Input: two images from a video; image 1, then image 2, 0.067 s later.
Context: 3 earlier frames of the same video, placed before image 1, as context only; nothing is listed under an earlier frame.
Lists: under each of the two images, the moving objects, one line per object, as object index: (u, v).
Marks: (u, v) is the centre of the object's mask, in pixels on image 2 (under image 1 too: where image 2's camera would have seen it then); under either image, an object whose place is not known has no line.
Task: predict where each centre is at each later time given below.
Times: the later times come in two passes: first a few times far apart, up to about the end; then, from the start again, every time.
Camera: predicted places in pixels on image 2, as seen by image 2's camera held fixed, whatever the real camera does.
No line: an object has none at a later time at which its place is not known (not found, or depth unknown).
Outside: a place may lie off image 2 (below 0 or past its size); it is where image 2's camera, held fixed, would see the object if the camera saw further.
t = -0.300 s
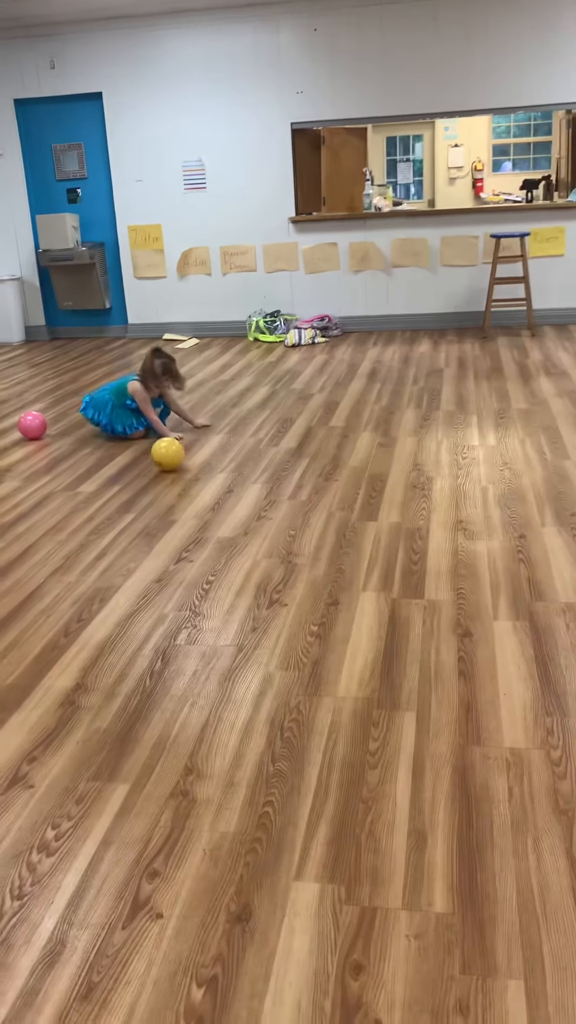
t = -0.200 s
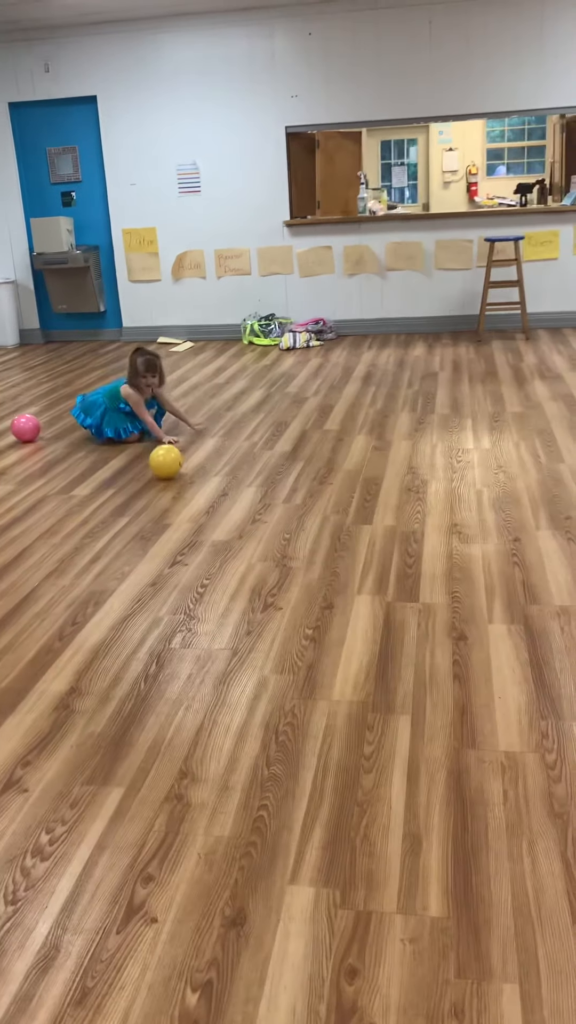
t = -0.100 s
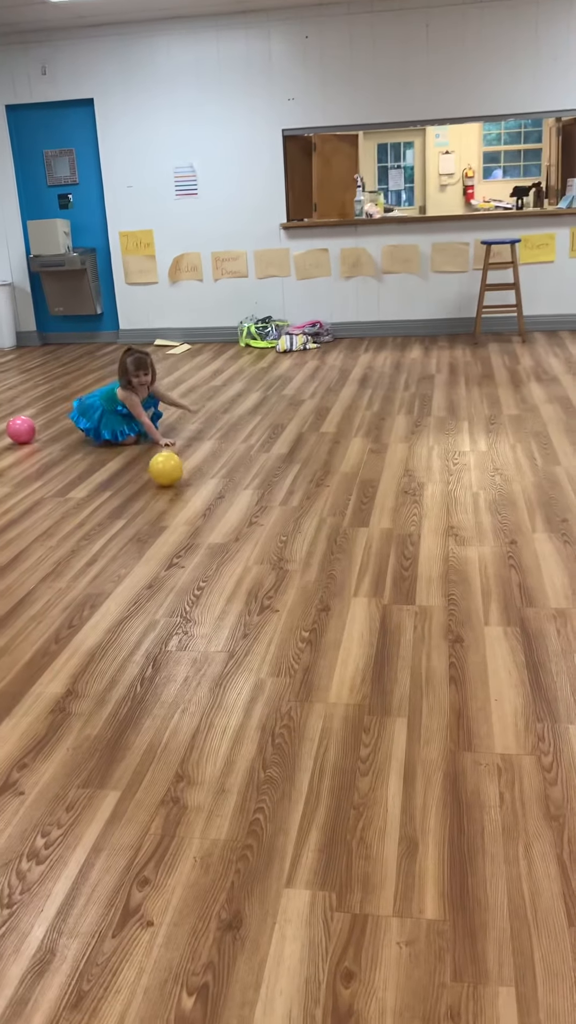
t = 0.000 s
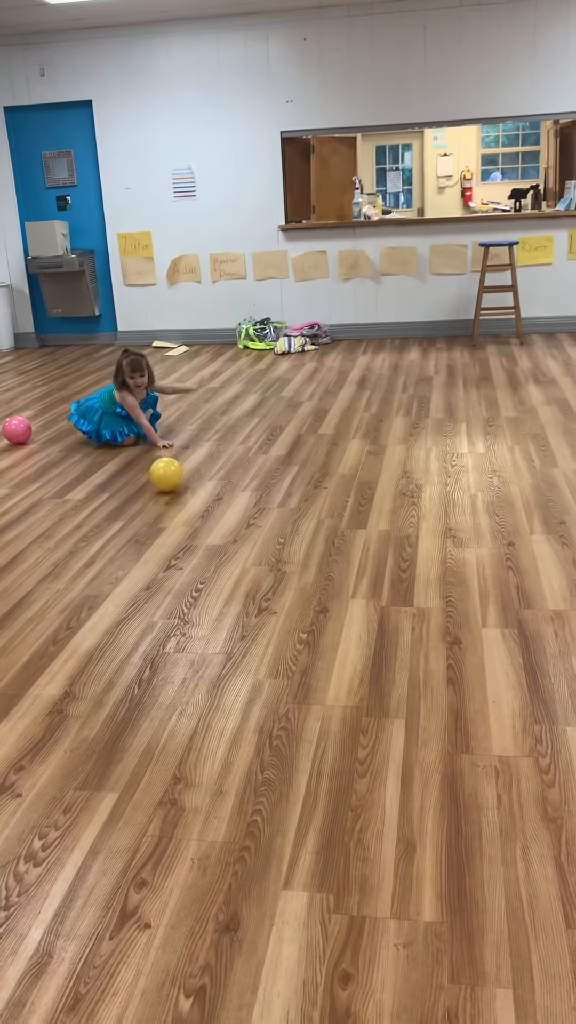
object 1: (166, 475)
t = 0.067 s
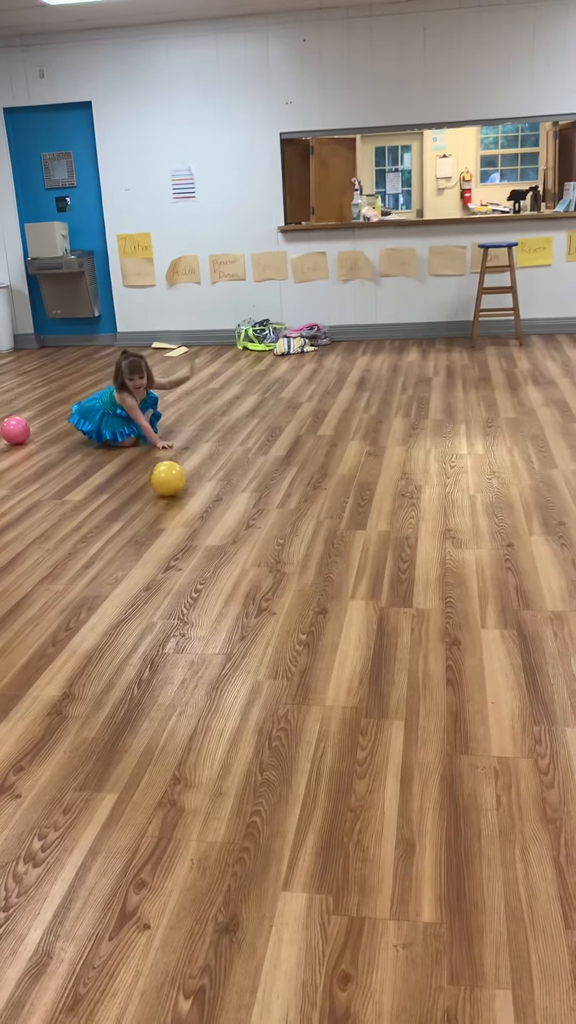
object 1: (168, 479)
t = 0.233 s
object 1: (171, 489)
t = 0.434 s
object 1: (177, 500)
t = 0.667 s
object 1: (183, 512)
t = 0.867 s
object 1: (187, 523)
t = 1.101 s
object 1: (192, 539)
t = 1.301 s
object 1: (196, 552)
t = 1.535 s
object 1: (197, 568)
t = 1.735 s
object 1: (201, 586)
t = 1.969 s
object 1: (208, 606)
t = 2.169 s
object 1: (215, 624)
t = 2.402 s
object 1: (222, 649)
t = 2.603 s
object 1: (230, 670)
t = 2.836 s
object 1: (238, 697)
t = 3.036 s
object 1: (244, 722)
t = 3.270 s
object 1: (254, 759)
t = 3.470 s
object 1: (263, 791)
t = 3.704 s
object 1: (275, 832)
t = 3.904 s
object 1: (285, 873)
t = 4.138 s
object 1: (299, 936)
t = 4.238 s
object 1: (307, 964)
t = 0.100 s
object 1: (169, 481)
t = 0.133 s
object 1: (170, 483)
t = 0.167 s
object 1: (170, 484)
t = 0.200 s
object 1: (171, 487)
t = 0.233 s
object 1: (171, 489)
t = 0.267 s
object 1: (172, 490)
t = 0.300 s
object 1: (173, 492)
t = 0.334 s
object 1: (174, 494)
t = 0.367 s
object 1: (175, 496)
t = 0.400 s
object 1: (176, 498)
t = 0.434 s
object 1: (177, 500)
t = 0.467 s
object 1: (178, 501)
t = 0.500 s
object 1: (179, 503)
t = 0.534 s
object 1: (180, 505)
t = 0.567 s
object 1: (180, 507)
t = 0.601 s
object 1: (181, 508)
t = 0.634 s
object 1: (182, 510)
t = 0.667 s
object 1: (183, 512)
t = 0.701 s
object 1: (183, 514)
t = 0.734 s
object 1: (184, 516)
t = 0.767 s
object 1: (185, 517)
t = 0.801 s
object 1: (185, 519)
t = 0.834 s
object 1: (186, 521)
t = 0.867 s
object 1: (187, 523)
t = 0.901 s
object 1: (187, 525)
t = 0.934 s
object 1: (188, 528)
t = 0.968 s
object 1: (189, 530)
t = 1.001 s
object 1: (190, 533)
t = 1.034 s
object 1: (191, 535)
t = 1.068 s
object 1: (192, 537)
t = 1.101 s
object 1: (192, 539)
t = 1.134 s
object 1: (193, 541)
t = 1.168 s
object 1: (194, 544)
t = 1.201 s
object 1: (194, 546)
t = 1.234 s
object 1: (195, 548)
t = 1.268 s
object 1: (195, 550)
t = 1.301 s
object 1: (196, 552)
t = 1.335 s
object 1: (196, 555)
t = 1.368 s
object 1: (197, 556)
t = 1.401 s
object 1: (197, 559)
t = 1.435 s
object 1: (197, 561)
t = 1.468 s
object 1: (197, 564)
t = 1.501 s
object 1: (198, 566)
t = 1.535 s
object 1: (197, 568)
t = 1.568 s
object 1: (198, 571)
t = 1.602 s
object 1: (198, 574)
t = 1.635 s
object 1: (198, 577)
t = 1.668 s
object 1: (199, 580)
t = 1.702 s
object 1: (200, 583)
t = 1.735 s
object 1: (201, 586)
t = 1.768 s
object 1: (202, 589)
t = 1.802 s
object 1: (203, 592)
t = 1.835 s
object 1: (204, 595)
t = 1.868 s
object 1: (205, 597)
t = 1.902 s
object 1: (206, 600)
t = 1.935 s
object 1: (207, 603)
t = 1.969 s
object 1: (208, 606)
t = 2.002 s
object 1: (209, 609)
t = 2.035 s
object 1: (211, 612)
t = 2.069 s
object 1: (212, 615)
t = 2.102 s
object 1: (212, 618)
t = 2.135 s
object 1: (214, 621)
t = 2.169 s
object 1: (215, 624)
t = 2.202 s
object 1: (215, 627)
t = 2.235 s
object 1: (217, 631)
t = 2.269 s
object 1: (217, 634)
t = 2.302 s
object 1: (219, 638)
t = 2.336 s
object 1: (220, 642)
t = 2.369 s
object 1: (221, 645)
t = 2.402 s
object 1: (222, 649)
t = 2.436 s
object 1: (224, 652)
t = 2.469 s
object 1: (225, 656)
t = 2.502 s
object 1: (226, 660)
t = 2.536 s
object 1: (227, 663)
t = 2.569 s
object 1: (228, 667)
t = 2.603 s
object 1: (230, 670)
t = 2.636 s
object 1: (231, 674)
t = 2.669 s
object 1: (232, 677)
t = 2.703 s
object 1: (233, 681)
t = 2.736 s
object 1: (234, 685)
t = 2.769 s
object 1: (236, 689)
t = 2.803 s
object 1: (237, 693)
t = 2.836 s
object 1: (238, 697)
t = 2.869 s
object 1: (239, 701)
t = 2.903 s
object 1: (240, 704)
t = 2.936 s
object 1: (241, 709)
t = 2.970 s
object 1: (242, 713)
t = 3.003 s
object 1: (243, 717)
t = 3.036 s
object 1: (244, 722)
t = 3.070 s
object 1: (245, 727)
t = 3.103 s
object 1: (247, 732)
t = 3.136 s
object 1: (248, 737)
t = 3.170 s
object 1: (250, 743)
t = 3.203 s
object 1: (251, 748)
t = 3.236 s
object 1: (252, 754)
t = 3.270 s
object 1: (254, 759)
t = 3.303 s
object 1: (255, 764)
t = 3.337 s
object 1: (257, 769)
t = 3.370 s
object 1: (258, 775)
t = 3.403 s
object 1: (260, 780)
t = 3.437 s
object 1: (262, 786)
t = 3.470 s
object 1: (263, 791)
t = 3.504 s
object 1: (265, 797)
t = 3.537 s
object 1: (267, 802)
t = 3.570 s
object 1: (268, 808)
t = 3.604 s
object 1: (270, 814)
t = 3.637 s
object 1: (271, 820)
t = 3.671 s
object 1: (274, 826)
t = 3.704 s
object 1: (275, 832)
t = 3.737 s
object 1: (276, 839)
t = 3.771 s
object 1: (278, 845)
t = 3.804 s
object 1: (280, 852)
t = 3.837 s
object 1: (281, 859)
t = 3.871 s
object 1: (283, 866)
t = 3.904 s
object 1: (285, 873)
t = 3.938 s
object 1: (287, 881)
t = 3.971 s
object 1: (288, 890)
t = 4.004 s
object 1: (291, 899)
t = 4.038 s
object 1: (292, 908)
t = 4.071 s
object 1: (295, 917)
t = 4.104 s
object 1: (297, 927)
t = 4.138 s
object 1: (299, 936)
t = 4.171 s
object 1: (302, 945)
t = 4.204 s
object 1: (305, 954)
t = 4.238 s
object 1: (307, 964)
